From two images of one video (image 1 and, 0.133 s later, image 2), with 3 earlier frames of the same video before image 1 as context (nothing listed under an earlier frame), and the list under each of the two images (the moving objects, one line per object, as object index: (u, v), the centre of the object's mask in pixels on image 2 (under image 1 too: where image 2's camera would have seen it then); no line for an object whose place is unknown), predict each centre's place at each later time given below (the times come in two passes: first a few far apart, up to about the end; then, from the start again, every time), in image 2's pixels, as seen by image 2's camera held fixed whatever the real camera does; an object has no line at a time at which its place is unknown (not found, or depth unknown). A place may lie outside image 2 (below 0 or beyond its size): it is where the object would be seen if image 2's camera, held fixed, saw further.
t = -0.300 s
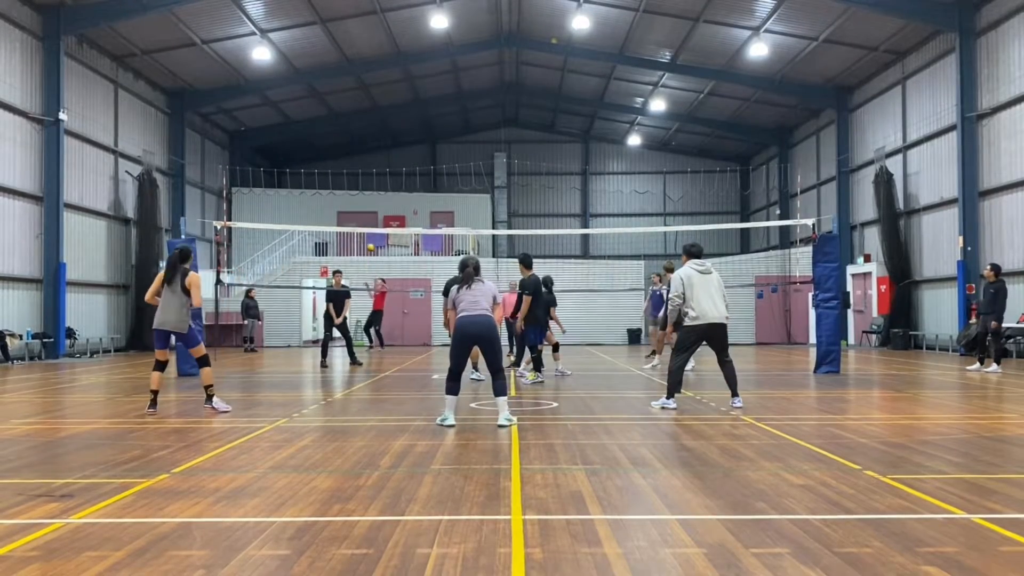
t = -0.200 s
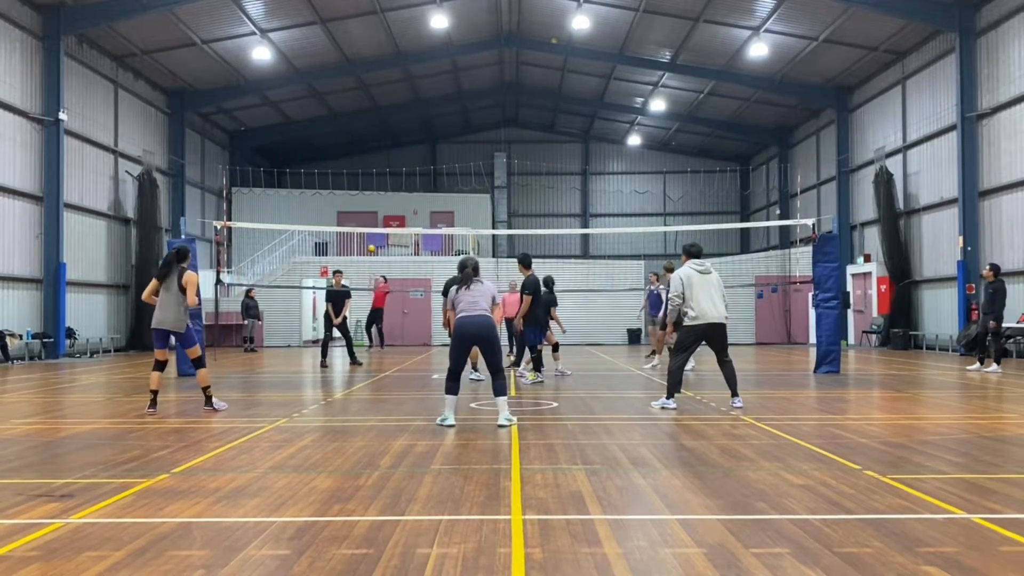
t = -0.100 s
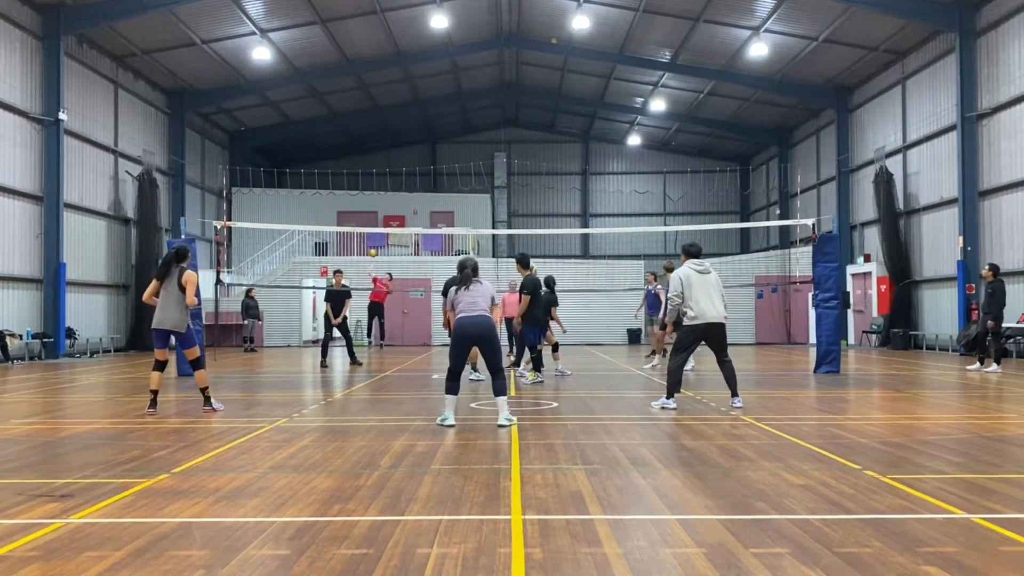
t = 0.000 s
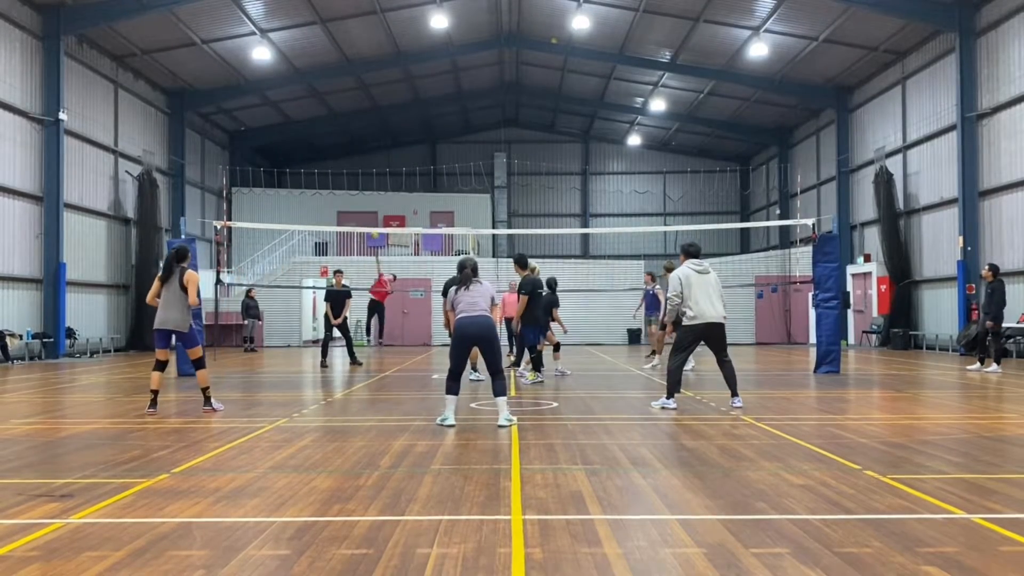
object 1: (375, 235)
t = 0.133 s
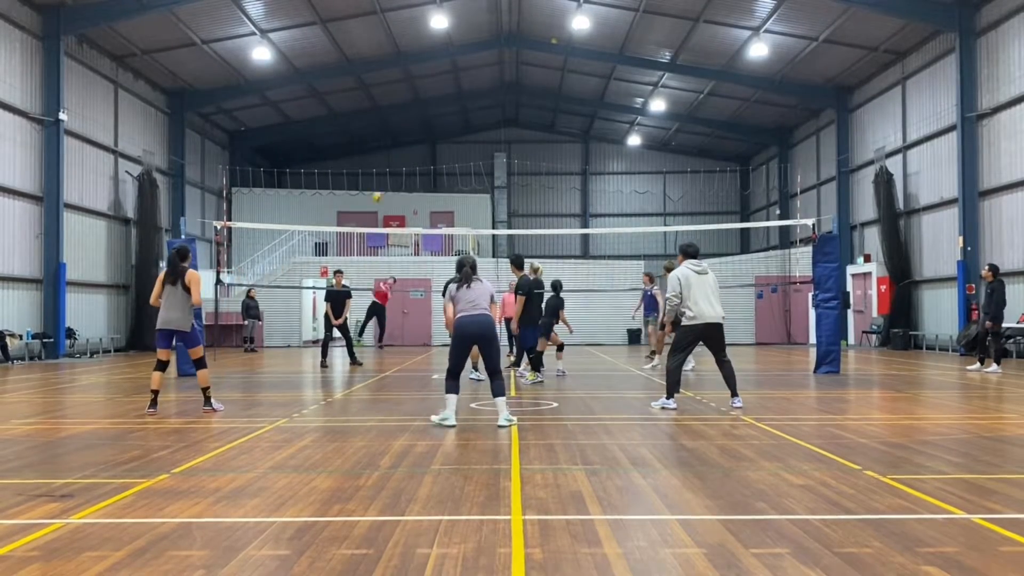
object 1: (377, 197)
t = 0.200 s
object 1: (378, 180)
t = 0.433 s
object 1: (384, 127)
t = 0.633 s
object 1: (391, 97)
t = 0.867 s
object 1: (403, 86)
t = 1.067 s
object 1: (414, 108)
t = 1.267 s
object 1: (428, 169)
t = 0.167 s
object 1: (377, 188)
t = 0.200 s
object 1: (378, 180)
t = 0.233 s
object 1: (378, 171)
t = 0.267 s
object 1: (379, 164)
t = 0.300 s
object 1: (380, 156)
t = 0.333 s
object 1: (381, 148)
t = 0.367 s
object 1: (382, 141)
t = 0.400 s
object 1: (383, 134)
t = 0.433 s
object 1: (384, 127)
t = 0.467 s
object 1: (385, 121)
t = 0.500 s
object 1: (386, 115)
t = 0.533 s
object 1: (387, 110)
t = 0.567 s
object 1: (388, 105)
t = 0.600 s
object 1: (390, 100)
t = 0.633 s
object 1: (391, 97)
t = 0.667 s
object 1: (393, 93)
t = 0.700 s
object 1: (394, 91)
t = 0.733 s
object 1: (396, 89)
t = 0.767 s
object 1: (398, 87)
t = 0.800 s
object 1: (400, 86)
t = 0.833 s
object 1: (401, 86)
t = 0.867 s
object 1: (403, 86)
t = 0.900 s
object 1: (405, 88)
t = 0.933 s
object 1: (407, 90)
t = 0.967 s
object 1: (409, 93)
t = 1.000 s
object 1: (410, 97)
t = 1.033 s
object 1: (412, 102)
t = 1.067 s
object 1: (414, 108)
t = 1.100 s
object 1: (416, 115)
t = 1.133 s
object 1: (419, 124)
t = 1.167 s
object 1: (421, 133)
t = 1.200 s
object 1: (423, 144)
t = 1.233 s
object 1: (425, 156)
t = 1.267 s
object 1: (428, 169)
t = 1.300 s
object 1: (431, 183)
